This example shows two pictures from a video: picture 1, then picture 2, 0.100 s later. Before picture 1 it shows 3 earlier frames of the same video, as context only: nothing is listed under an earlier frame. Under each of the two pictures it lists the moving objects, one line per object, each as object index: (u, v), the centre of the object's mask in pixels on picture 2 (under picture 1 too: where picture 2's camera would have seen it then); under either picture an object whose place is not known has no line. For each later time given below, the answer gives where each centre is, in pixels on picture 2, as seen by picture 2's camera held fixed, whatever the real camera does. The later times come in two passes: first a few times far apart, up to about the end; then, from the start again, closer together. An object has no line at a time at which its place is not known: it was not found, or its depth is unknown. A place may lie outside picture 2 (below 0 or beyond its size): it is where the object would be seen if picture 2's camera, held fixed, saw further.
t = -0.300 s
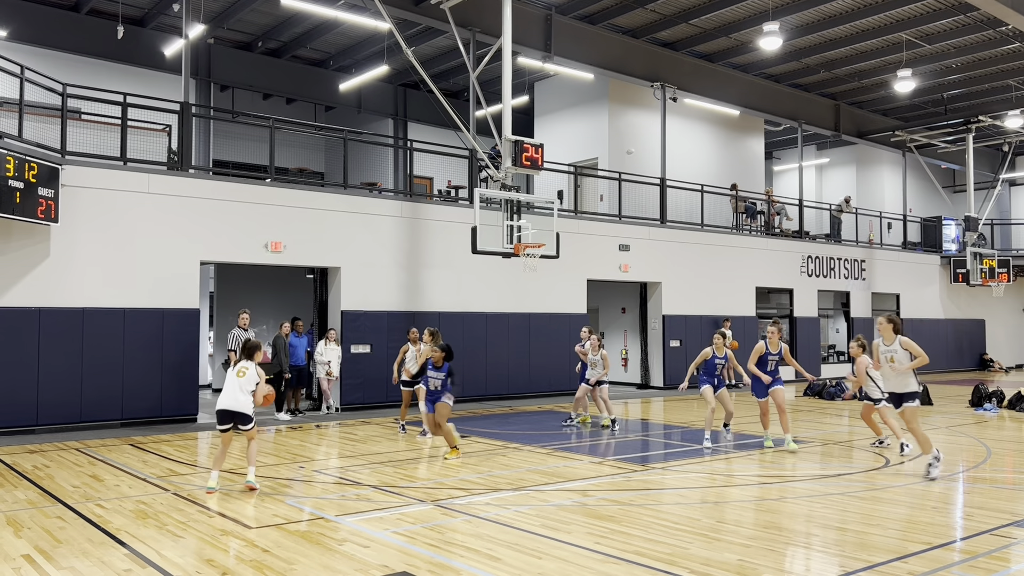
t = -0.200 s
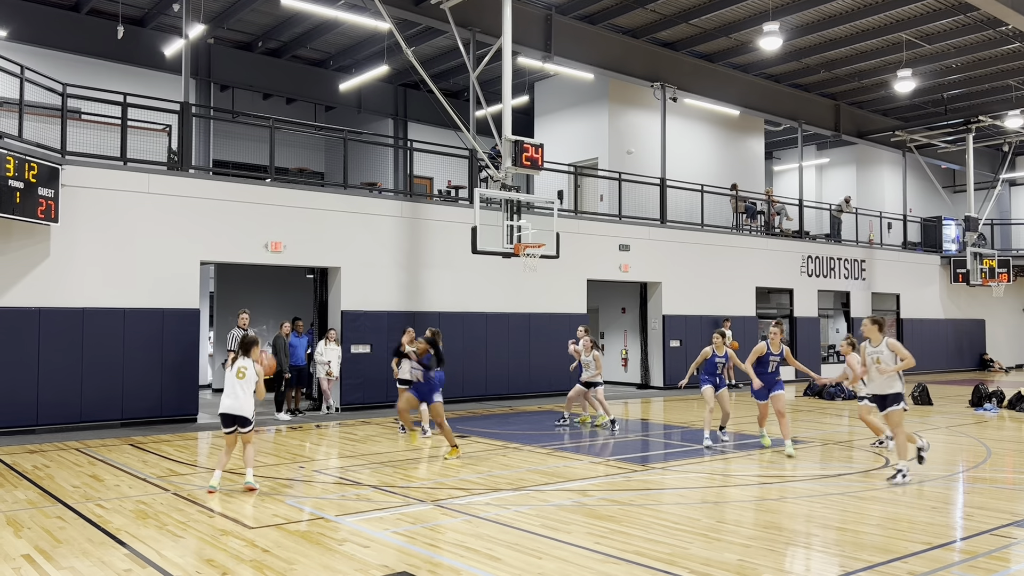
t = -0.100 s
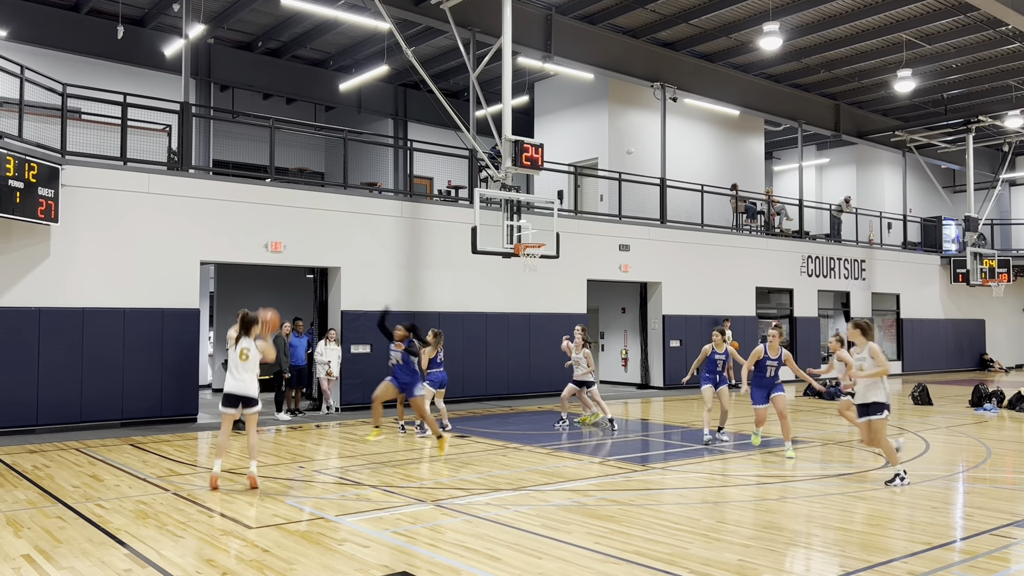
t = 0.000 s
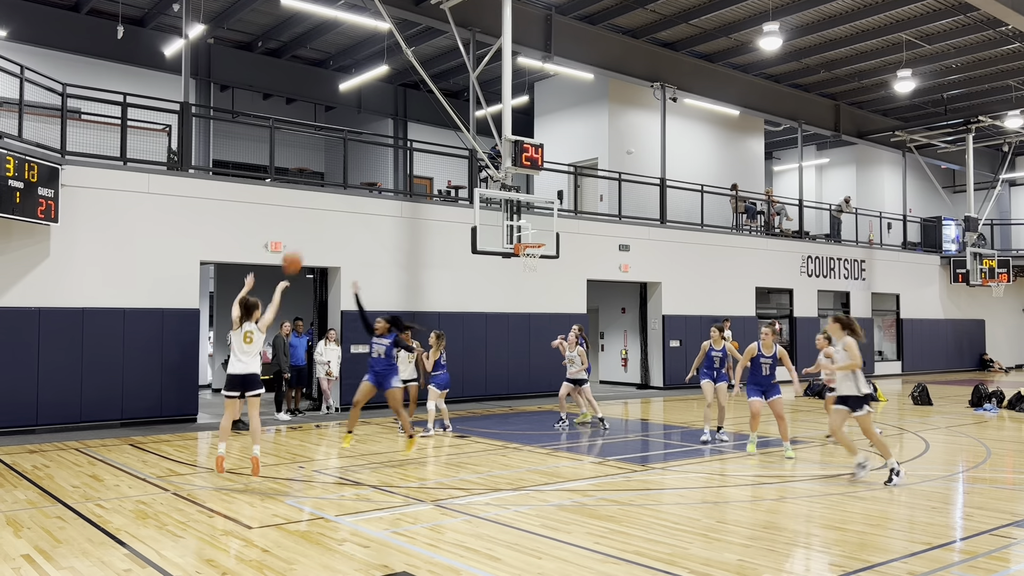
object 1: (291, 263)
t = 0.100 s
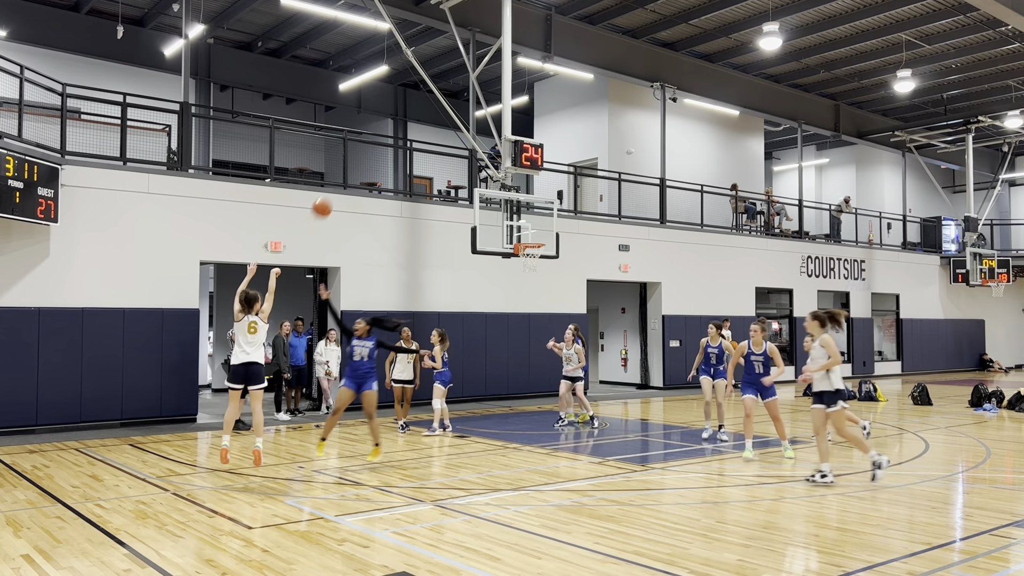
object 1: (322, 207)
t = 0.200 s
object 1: (349, 166)
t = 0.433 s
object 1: (403, 111)
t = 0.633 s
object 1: (441, 100)
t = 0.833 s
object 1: (475, 114)
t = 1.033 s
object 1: (505, 151)
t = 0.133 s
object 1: (332, 191)
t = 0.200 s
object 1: (349, 166)
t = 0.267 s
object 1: (365, 145)
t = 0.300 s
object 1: (373, 136)
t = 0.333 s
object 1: (381, 128)
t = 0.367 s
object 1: (389, 122)
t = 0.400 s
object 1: (396, 116)
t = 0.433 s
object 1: (403, 111)
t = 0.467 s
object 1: (410, 107)
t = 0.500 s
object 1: (416, 104)
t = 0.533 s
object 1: (423, 102)
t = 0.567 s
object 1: (429, 100)
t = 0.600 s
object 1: (435, 100)
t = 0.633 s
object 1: (441, 100)
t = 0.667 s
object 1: (448, 100)
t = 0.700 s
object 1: (454, 101)
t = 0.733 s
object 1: (459, 104)
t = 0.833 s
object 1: (475, 114)
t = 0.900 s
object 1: (485, 125)
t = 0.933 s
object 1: (490, 130)
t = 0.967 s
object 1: (495, 137)
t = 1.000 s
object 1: (500, 144)
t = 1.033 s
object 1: (505, 151)
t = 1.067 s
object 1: (509, 159)
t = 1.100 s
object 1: (514, 168)
